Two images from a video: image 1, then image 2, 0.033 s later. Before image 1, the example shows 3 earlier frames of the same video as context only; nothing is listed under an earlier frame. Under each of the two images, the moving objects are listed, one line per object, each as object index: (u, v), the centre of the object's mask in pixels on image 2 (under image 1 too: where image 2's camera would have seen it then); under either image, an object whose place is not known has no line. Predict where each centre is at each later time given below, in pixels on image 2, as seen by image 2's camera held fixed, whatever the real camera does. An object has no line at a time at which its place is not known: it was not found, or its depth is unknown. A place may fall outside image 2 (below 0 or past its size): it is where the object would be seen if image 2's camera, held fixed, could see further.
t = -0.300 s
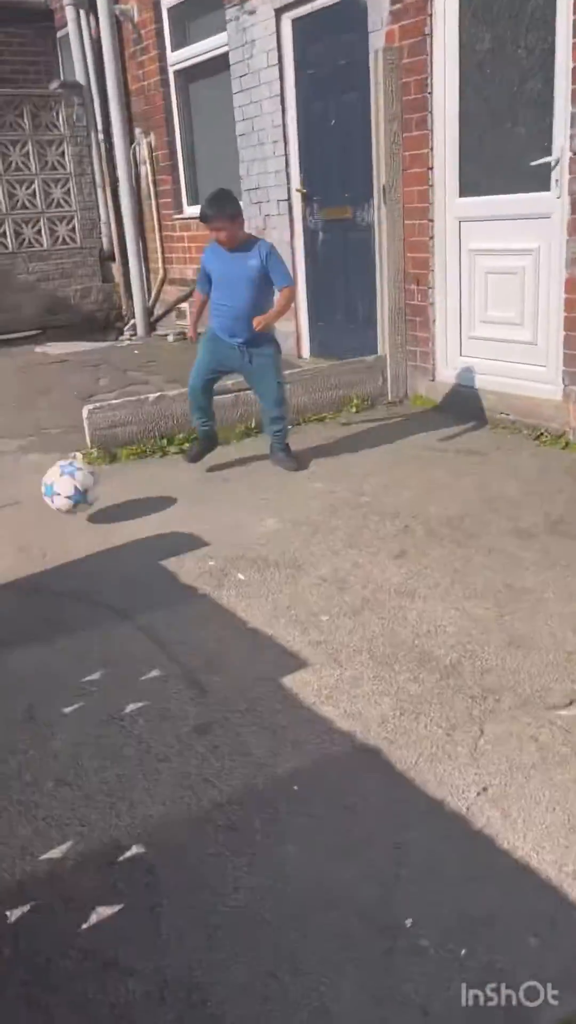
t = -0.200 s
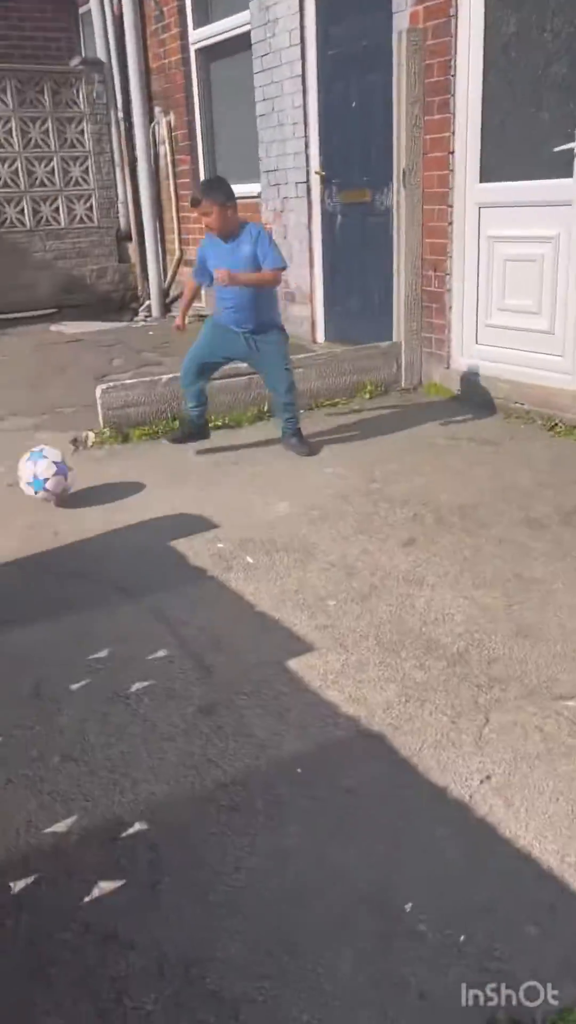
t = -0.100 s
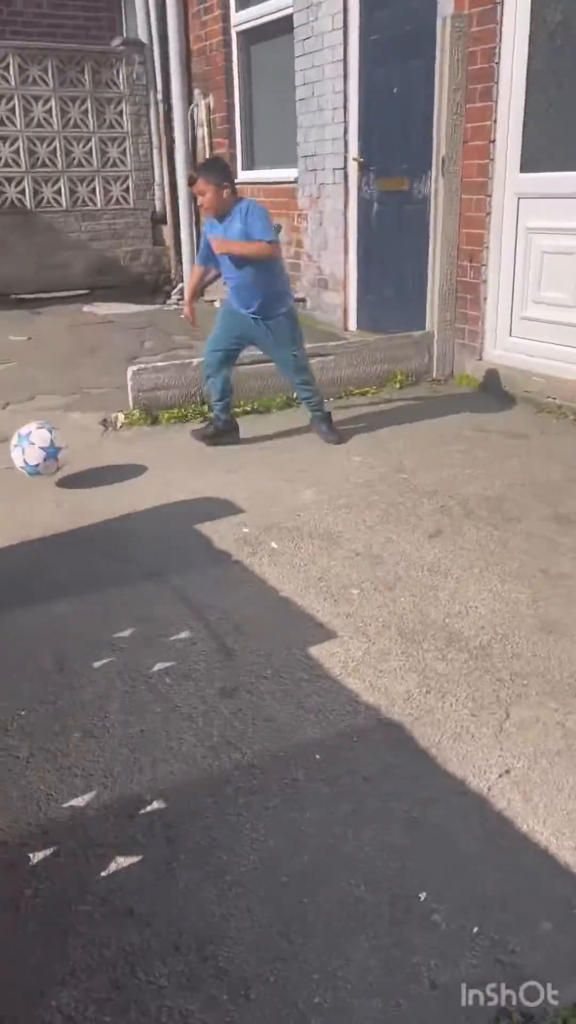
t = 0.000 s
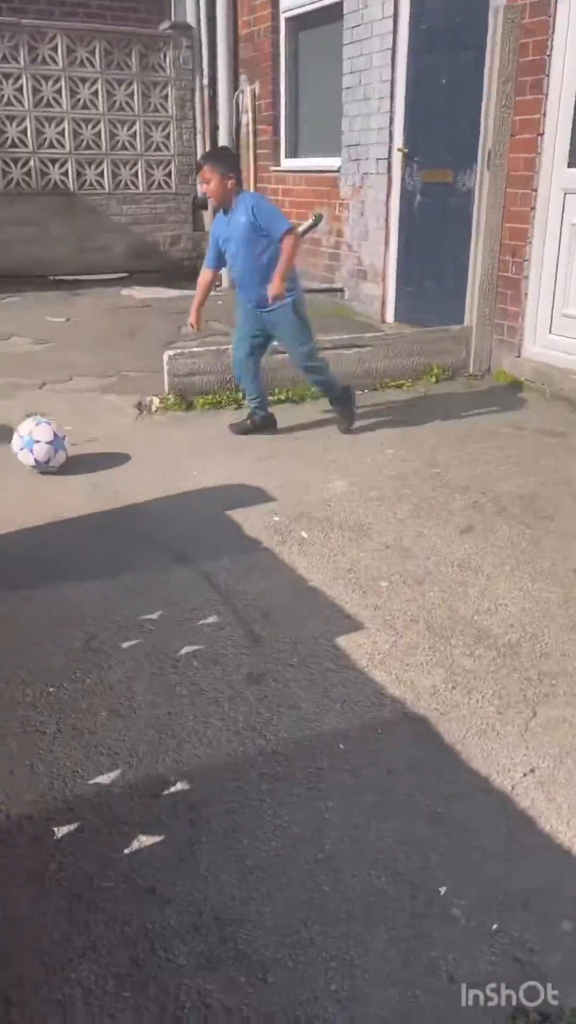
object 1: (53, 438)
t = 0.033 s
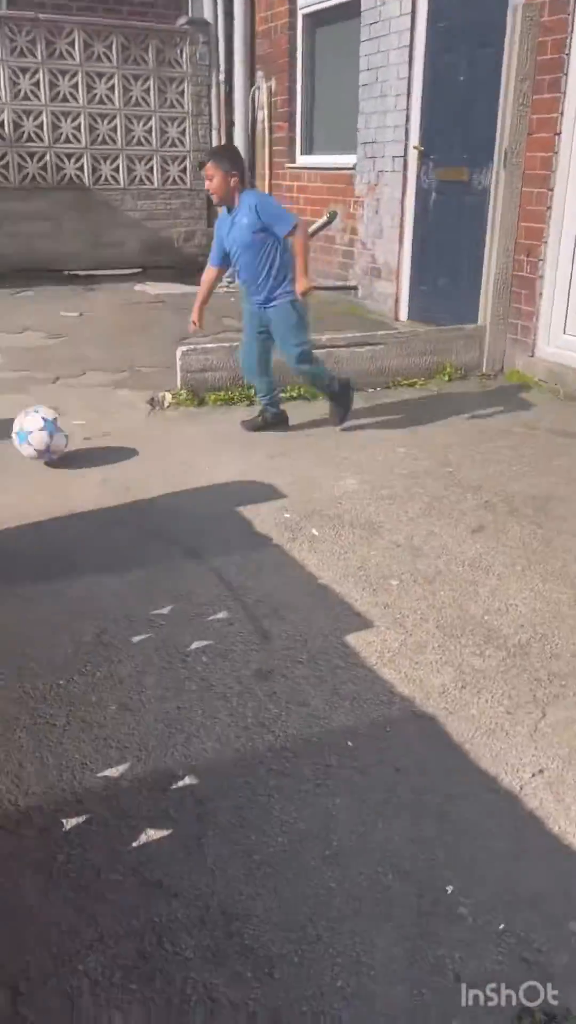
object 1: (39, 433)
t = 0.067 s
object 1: (29, 432)
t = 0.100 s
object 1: (16, 432)
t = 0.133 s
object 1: (3, 435)
